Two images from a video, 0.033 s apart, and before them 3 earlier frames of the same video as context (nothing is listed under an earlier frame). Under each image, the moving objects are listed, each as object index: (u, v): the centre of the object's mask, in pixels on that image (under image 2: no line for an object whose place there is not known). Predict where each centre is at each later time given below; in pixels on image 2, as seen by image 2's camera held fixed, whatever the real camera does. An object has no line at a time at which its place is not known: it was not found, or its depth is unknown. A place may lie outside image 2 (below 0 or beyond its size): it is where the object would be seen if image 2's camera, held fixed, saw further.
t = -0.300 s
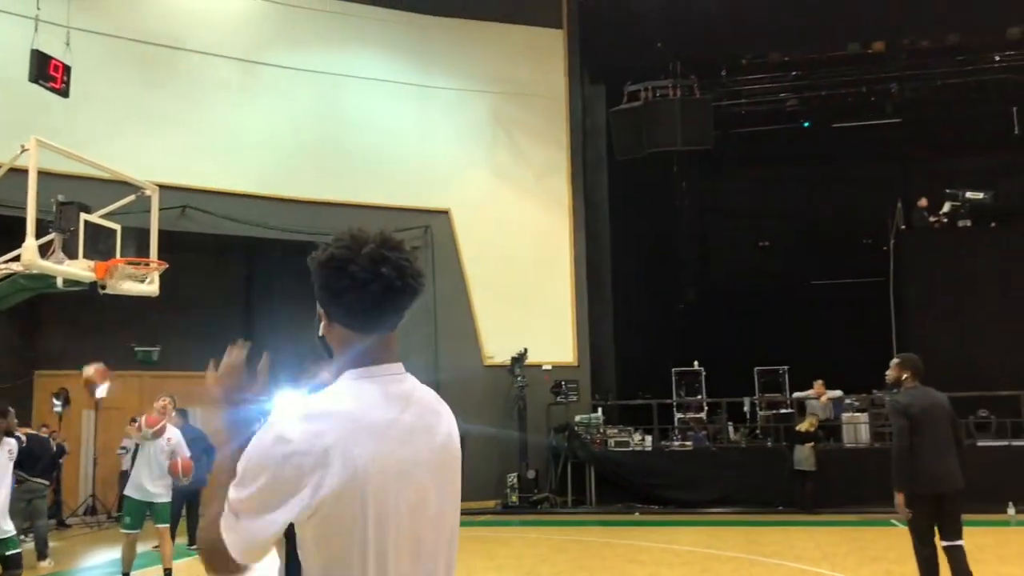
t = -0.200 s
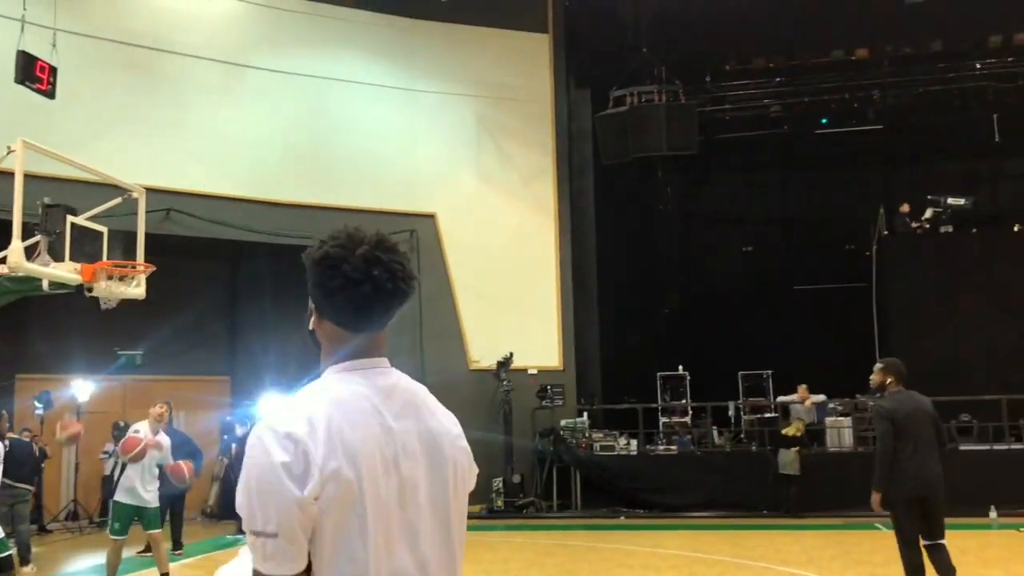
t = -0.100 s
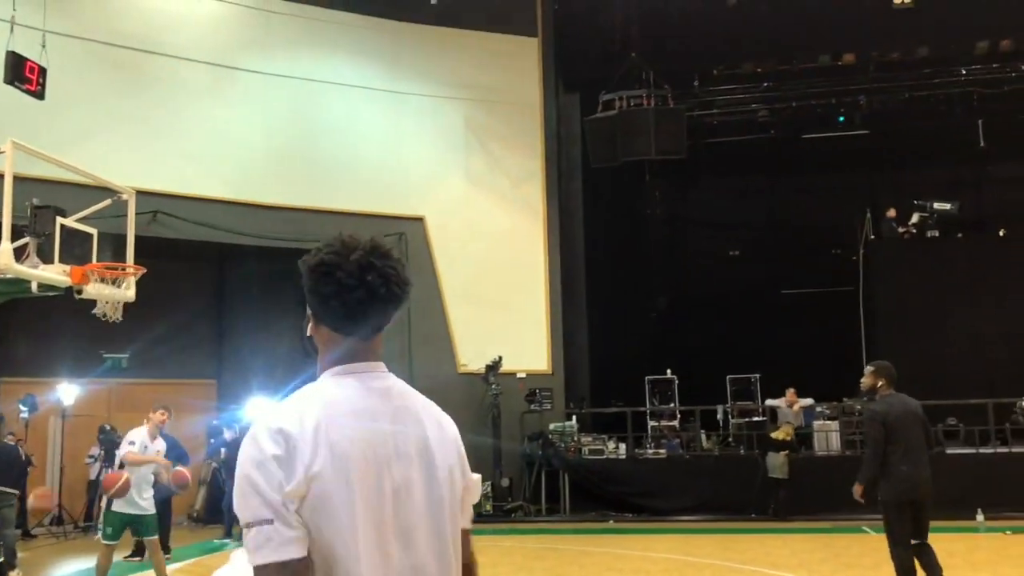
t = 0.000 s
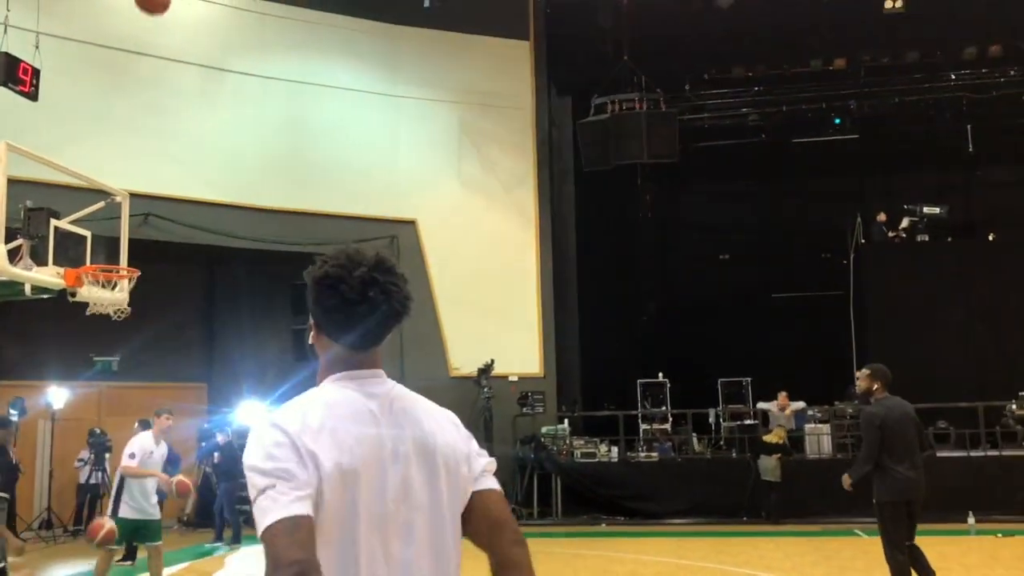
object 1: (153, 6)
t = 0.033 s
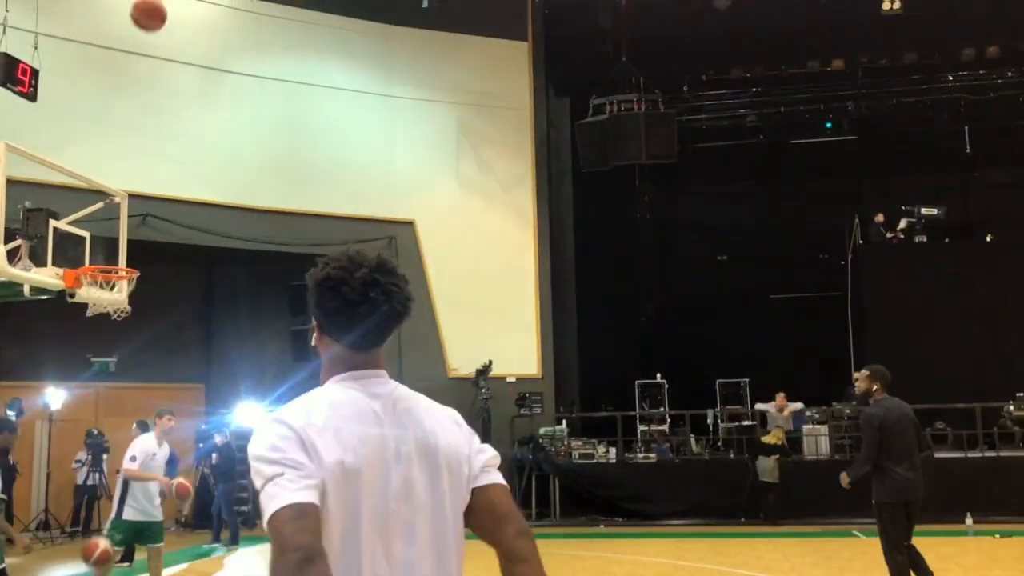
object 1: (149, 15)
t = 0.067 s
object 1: (147, 31)
